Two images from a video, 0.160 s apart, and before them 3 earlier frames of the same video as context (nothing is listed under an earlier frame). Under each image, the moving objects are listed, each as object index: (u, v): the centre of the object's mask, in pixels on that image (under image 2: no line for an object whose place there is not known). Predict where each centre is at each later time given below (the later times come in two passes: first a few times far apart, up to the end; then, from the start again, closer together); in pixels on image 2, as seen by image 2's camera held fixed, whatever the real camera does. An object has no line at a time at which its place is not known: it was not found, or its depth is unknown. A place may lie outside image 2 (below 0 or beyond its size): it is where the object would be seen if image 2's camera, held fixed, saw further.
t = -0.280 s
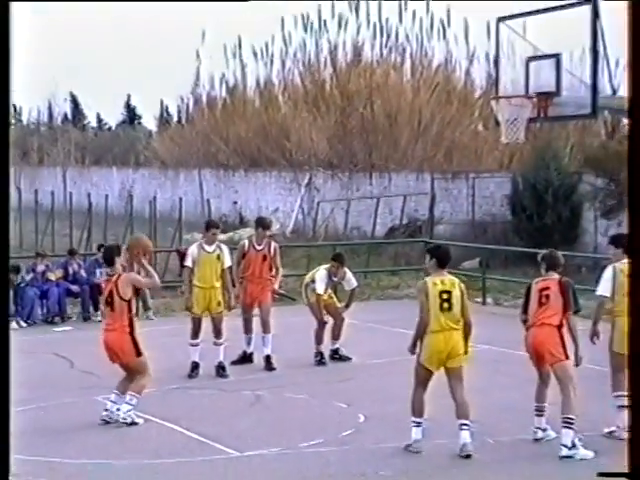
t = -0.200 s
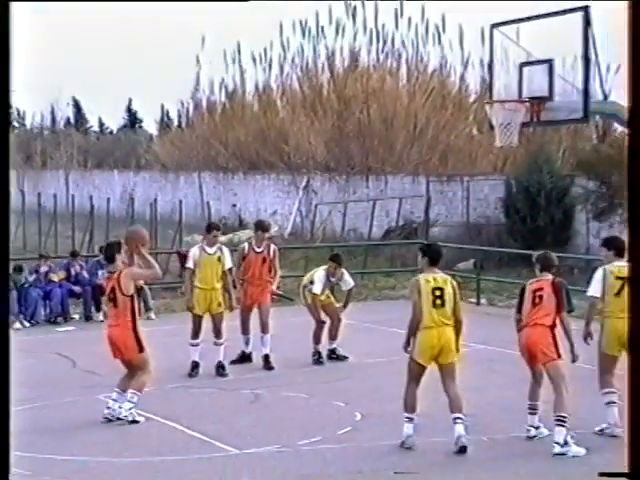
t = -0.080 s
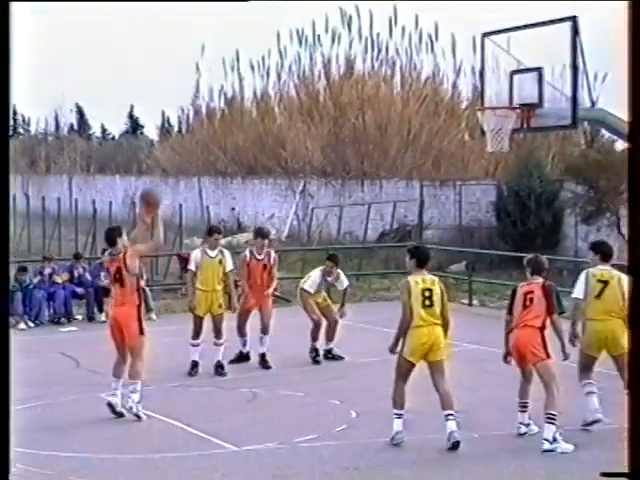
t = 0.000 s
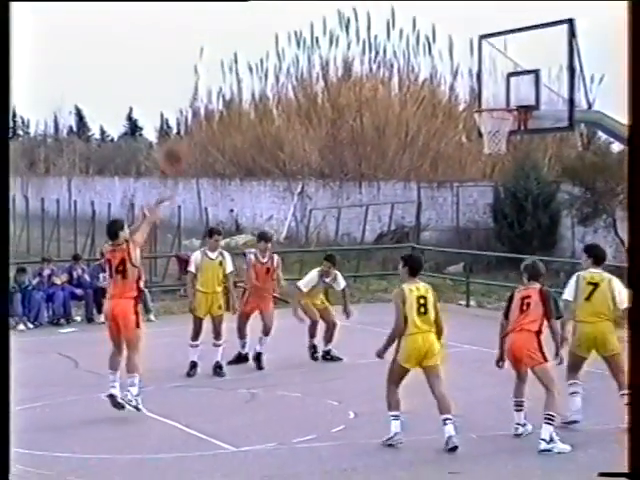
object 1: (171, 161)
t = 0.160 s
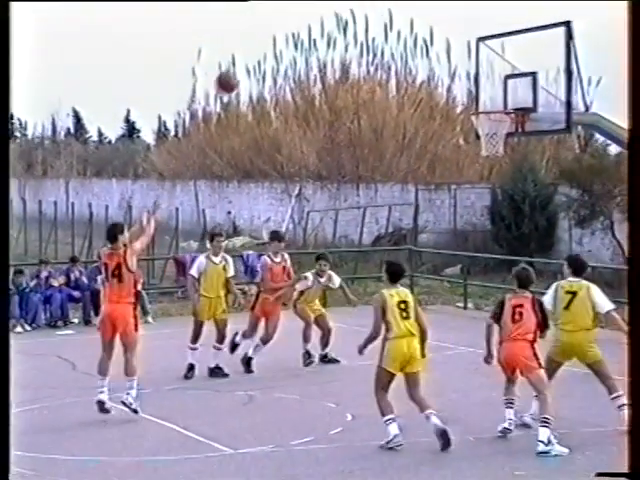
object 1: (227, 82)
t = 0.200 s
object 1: (239, 68)
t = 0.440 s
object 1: (317, 17)
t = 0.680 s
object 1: (390, 21)
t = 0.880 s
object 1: (448, 63)
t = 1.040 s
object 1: (489, 120)
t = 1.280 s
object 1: (512, 159)
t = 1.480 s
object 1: (524, 212)
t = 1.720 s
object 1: (536, 317)
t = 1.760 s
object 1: (539, 341)
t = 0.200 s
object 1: (239, 68)
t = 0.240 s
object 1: (252, 56)
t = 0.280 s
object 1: (266, 44)
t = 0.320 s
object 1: (279, 35)
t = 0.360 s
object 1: (291, 28)
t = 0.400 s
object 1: (304, 21)
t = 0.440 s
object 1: (317, 17)
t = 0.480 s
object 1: (329, 14)
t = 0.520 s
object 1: (342, 13)
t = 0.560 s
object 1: (354, 12)
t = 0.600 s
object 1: (366, 13)
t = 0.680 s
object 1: (390, 21)
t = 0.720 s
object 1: (404, 26)
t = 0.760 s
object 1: (414, 33)
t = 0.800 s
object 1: (426, 42)
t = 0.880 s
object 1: (448, 63)
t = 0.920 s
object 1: (459, 75)
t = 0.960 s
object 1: (470, 89)
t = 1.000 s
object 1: (480, 101)
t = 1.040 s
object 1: (489, 120)
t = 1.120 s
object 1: (504, 137)
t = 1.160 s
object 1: (507, 139)
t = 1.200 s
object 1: (508, 144)
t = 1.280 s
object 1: (512, 159)
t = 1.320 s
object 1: (517, 168)
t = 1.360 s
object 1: (520, 178)
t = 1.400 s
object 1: (521, 186)
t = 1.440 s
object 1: (522, 199)
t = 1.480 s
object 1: (524, 212)
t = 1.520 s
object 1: (526, 226)
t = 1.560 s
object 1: (528, 242)
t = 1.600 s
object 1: (530, 259)
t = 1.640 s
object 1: (534, 277)
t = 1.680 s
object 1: (536, 300)
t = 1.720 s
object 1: (536, 317)
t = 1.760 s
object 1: (539, 341)
